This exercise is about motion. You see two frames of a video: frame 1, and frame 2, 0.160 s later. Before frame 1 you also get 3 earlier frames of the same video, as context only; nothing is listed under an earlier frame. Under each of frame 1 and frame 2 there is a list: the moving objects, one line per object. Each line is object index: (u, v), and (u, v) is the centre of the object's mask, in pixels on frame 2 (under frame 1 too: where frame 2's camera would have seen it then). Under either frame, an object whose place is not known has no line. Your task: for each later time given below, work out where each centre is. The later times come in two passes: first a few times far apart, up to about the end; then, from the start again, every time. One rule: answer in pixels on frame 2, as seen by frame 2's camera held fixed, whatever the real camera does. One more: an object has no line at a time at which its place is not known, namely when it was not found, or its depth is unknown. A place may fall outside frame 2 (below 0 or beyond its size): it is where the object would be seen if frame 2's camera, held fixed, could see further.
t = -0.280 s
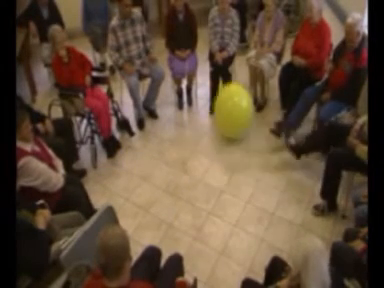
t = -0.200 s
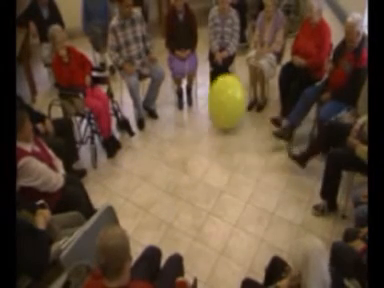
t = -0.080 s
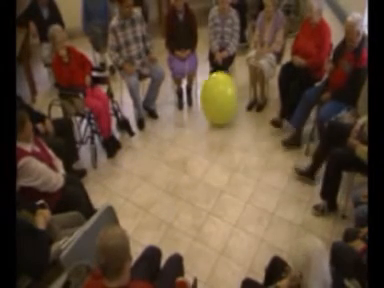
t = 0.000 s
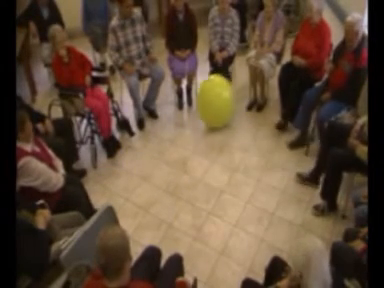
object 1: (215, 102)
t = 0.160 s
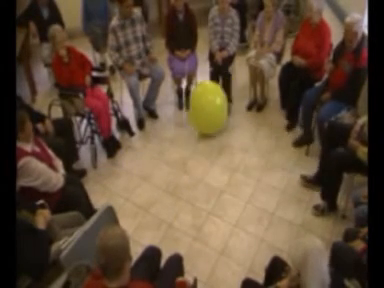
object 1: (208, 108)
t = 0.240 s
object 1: (204, 111)
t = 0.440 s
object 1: (192, 120)
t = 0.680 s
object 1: (173, 135)
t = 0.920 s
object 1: (152, 156)
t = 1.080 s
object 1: (137, 168)
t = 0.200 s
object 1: (206, 109)
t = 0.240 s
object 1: (204, 111)
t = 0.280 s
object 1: (202, 112)
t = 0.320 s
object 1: (201, 114)
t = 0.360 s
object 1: (198, 115)
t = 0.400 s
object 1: (195, 117)
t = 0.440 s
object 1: (192, 120)
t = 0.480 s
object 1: (189, 122)
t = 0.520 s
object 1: (186, 124)
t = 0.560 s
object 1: (182, 127)
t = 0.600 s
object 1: (179, 130)
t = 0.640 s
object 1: (177, 133)
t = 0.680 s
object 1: (173, 135)
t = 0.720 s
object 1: (170, 138)
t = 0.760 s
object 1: (166, 142)
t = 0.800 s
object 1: (163, 147)
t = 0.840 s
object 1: (160, 150)
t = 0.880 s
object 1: (155, 152)
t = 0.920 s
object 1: (152, 156)
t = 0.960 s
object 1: (149, 160)
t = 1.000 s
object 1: (144, 162)
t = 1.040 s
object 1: (141, 165)
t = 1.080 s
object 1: (137, 168)
